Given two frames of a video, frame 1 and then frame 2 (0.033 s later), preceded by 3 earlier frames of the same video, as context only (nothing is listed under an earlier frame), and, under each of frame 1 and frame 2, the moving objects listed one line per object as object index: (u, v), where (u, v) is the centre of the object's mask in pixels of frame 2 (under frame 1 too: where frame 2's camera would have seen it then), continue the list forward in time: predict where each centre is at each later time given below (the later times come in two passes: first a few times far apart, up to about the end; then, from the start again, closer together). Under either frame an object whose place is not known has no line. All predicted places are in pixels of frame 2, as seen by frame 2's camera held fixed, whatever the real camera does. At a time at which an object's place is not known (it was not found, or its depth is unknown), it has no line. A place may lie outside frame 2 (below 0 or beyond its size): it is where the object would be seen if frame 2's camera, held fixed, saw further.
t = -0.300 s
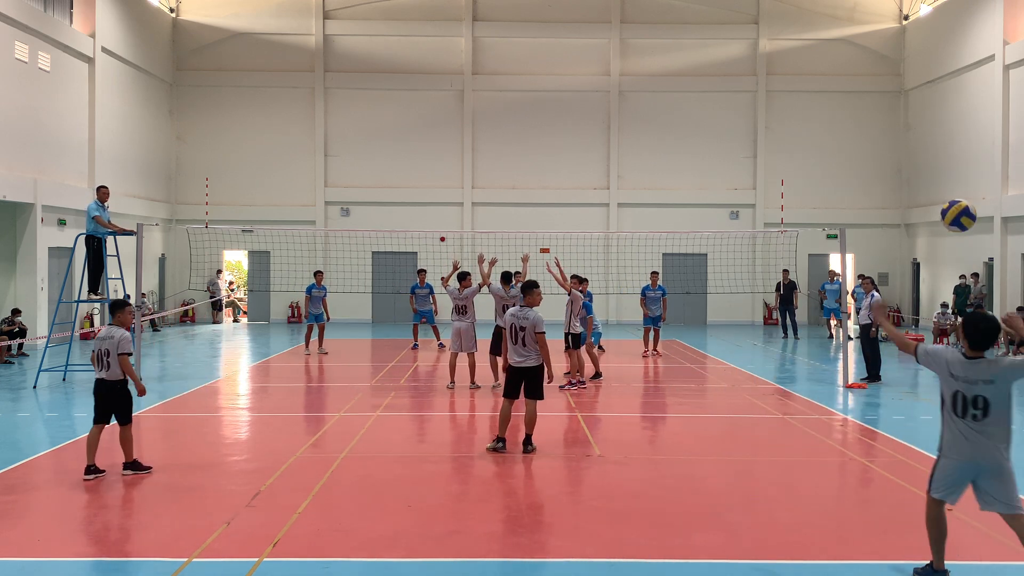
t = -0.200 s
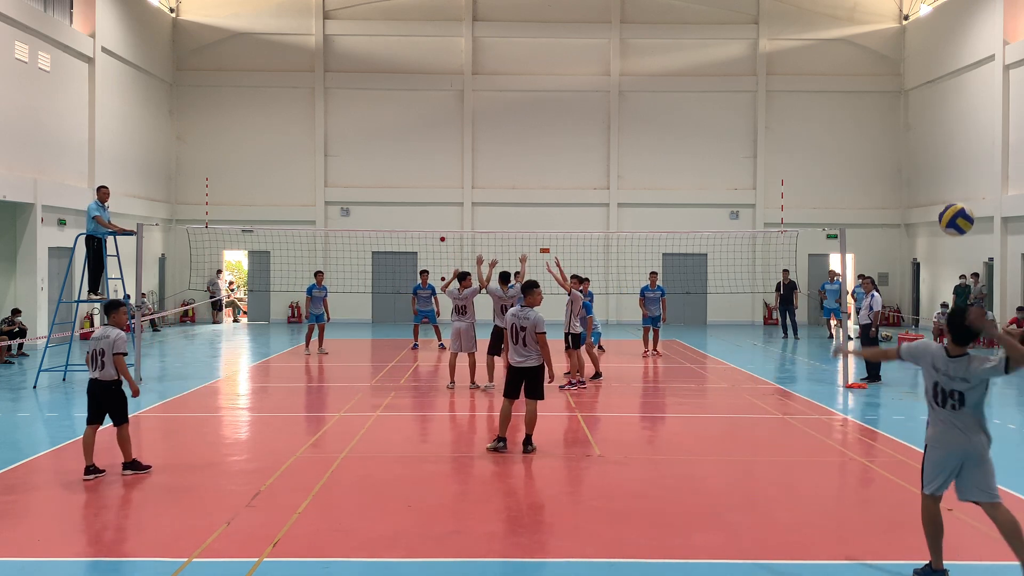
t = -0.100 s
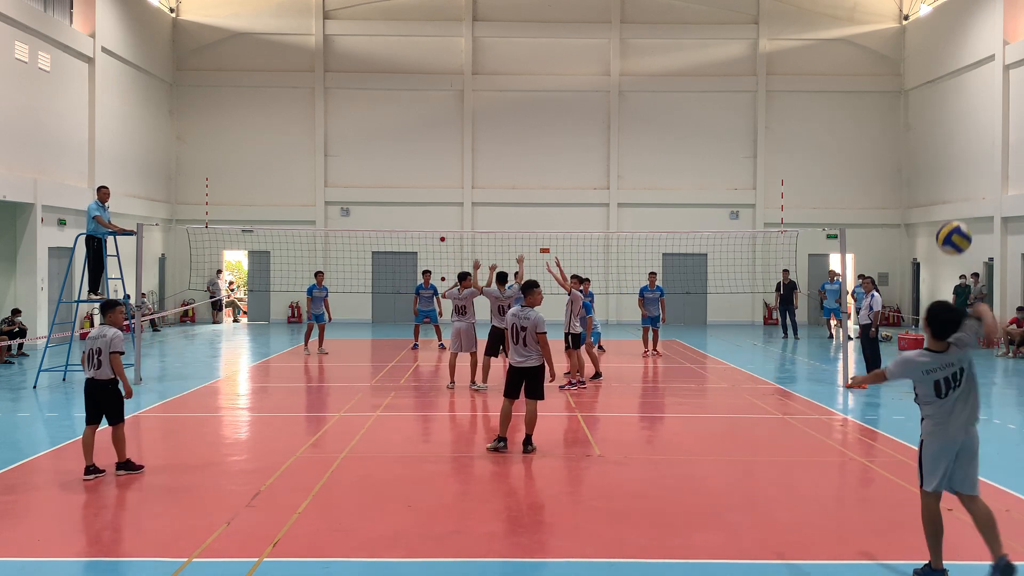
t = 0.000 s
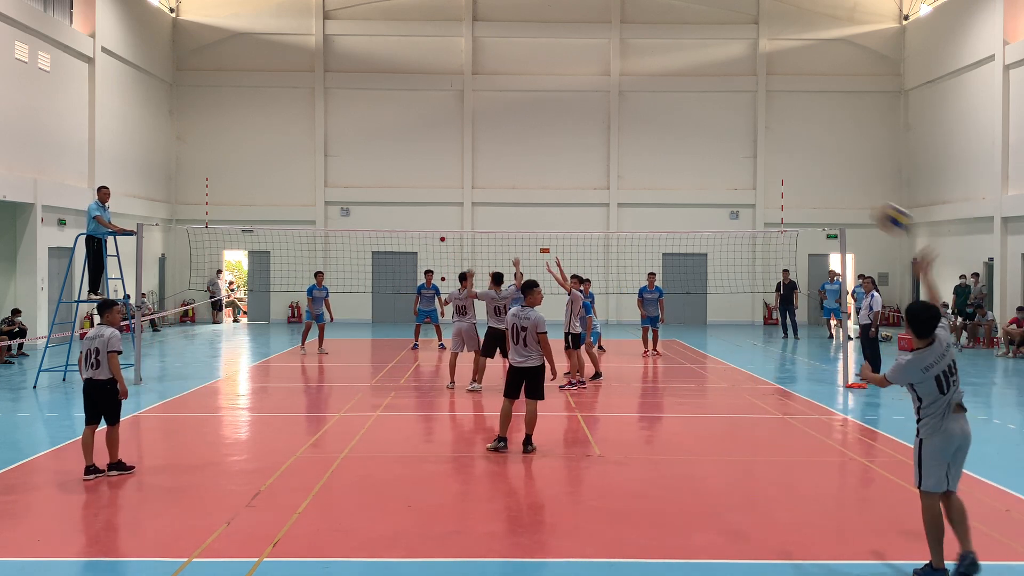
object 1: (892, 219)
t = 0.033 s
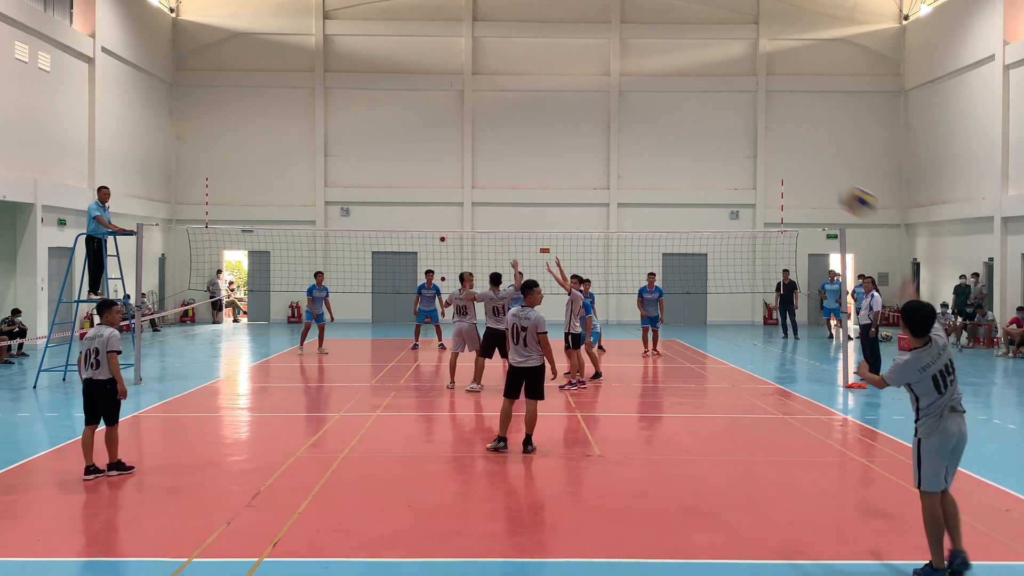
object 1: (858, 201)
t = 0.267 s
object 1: (706, 146)
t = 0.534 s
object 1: (624, 153)
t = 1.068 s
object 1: (543, 261)
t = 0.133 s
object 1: (779, 166)
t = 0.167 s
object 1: (756, 158)
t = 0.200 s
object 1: (738, 153)
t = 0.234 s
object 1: (721, 149)
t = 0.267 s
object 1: (706, 146)
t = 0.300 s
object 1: (692, 144)
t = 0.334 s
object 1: (679, 143)
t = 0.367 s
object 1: (667, 143)
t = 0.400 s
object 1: (657, 144)
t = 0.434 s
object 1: (647, 145)
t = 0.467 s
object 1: (639, 148)
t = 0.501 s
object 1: (630, 150)
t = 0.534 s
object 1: (624, 153)
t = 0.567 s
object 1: (616, 157)
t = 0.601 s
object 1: (609, 163)
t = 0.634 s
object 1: (603, 168)
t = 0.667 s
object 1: (597, 173)
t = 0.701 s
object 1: (592, 179)
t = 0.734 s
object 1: (587, 186)
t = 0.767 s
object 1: (581, 192)
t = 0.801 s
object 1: (576, 199)
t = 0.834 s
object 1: (571, 206)
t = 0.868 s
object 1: (566, 214)
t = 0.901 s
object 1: (562, 222)
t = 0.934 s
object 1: (558, 227)
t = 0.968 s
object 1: (553, 238)
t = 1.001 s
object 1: (550, 245)
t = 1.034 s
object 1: (545, 253)
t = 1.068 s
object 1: (543, 261)
